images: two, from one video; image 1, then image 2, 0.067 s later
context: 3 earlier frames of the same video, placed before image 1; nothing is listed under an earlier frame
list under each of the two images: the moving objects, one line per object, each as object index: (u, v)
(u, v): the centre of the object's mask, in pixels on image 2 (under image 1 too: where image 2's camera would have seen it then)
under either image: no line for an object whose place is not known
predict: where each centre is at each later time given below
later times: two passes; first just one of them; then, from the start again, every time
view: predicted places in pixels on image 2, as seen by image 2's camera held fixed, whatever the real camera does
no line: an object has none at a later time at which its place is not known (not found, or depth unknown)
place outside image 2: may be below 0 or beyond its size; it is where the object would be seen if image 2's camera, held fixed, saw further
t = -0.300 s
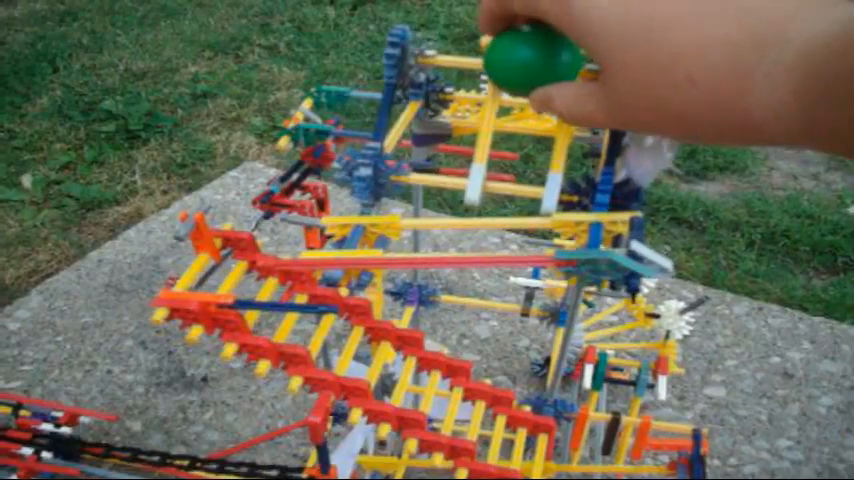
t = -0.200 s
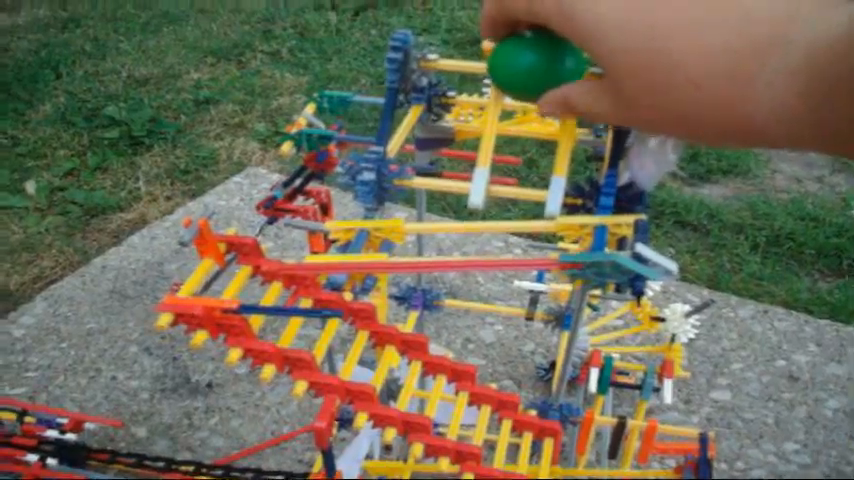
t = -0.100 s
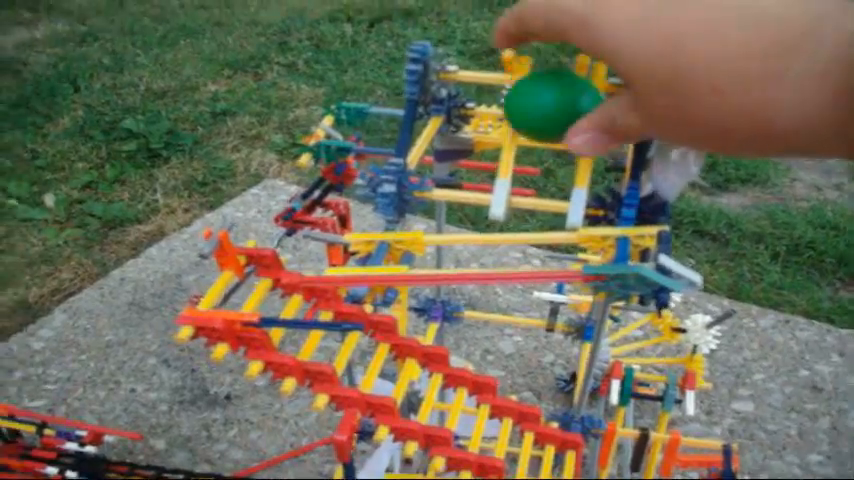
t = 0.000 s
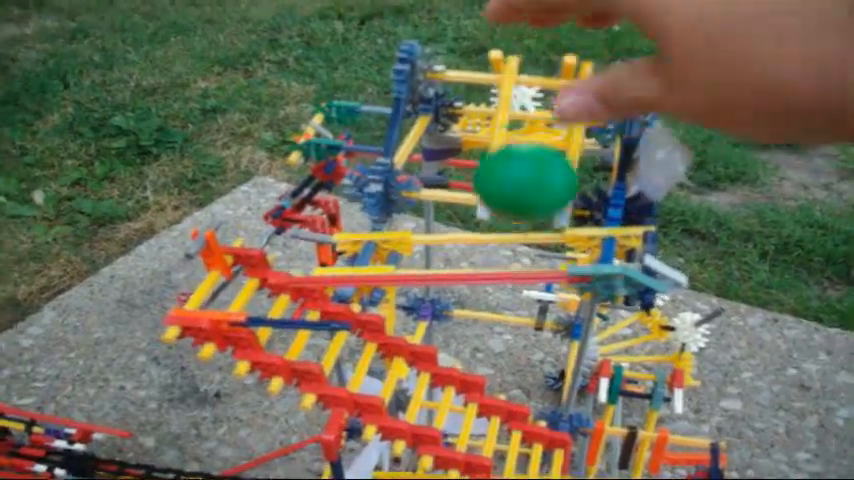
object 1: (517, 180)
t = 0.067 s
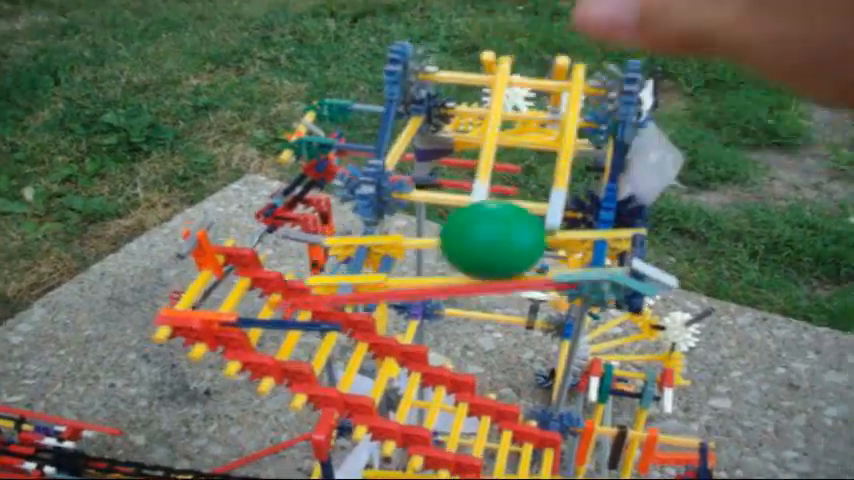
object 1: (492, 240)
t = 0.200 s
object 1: (405, 243)
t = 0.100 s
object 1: (472, 239)
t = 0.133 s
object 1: (451, 241)
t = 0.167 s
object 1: (428, 243)
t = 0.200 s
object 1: (405, 243)
